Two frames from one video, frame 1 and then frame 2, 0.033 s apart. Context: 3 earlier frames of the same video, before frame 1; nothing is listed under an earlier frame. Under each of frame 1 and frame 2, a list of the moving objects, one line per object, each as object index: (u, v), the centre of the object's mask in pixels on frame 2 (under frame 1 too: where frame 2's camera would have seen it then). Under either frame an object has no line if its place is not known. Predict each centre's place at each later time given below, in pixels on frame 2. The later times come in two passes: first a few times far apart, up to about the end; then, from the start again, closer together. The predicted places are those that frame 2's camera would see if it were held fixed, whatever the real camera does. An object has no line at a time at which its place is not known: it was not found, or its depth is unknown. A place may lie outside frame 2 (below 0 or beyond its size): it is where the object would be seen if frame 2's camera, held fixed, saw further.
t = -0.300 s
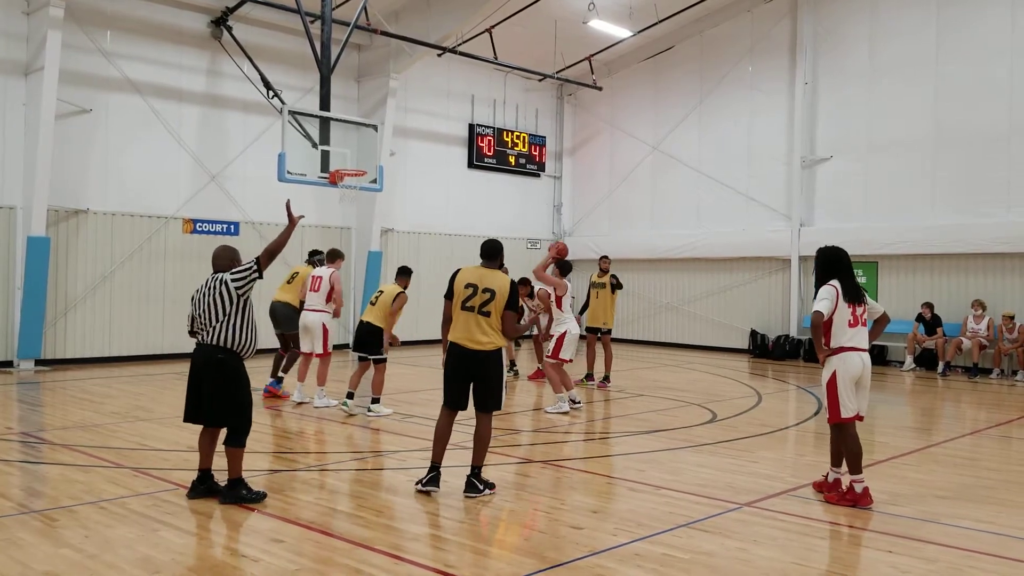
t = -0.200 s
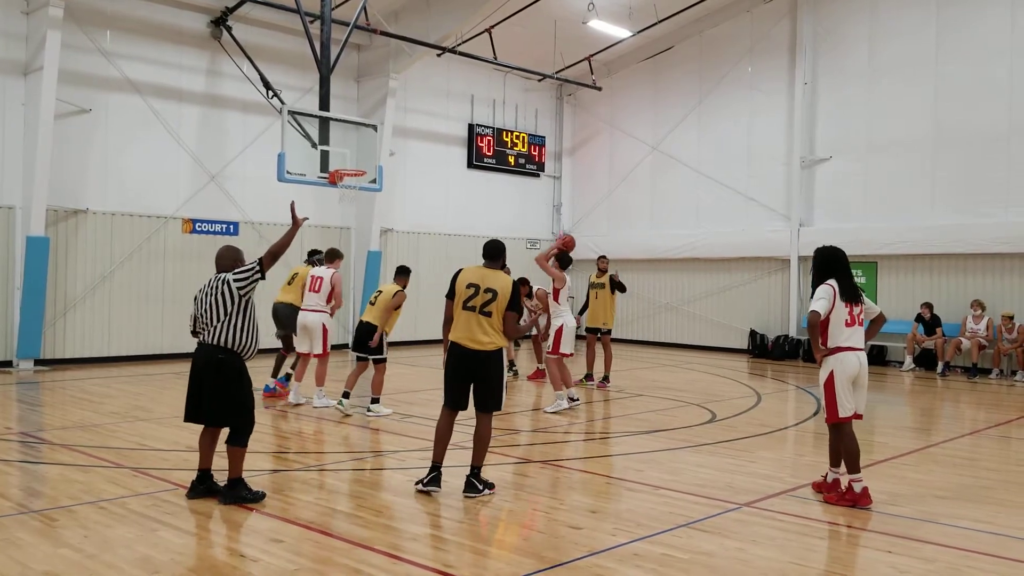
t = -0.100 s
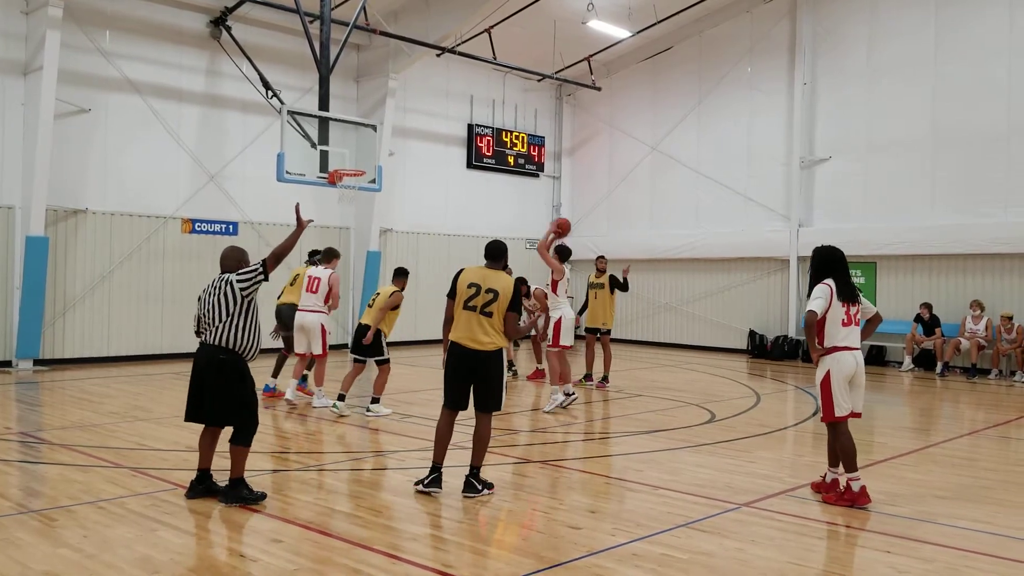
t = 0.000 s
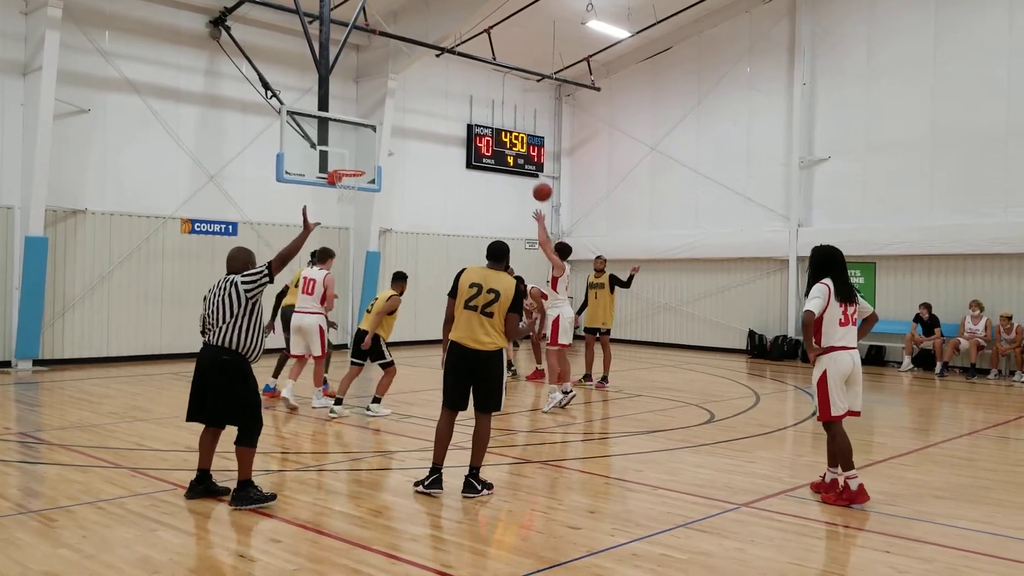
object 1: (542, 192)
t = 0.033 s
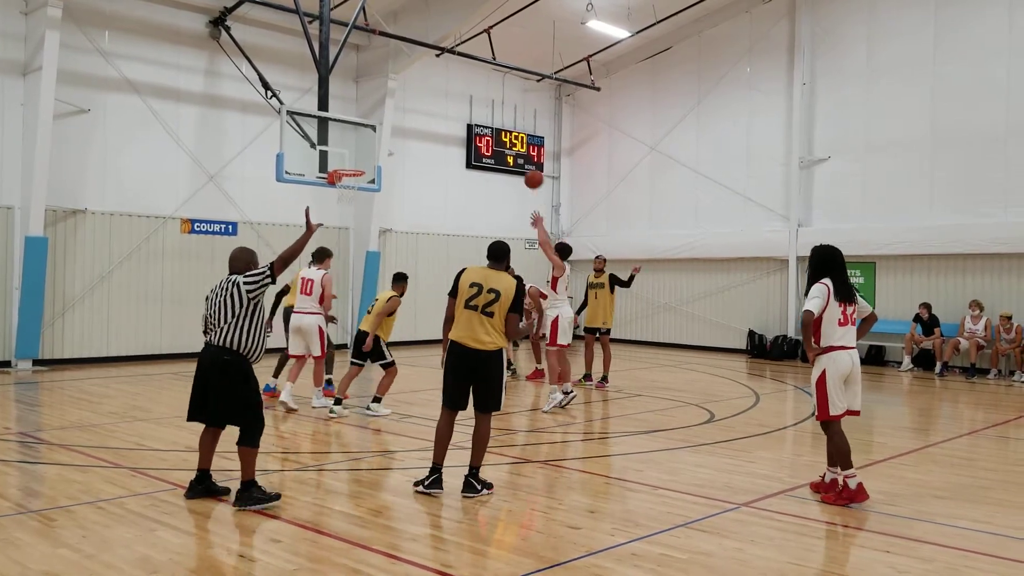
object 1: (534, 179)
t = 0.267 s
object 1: (478, 120)
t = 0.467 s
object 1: (435, 105)
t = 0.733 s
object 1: (383, 128)
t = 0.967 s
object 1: (349, 165)
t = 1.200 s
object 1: (352, 162)
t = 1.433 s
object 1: (353, 165)
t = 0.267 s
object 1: (478, 120)
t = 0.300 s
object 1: (471, 115)
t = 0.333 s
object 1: (463, 112)
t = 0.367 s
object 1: (456, 109)
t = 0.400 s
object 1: (449, 107)
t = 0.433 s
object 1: (442, 105)
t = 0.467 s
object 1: (435, 105)
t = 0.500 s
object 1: (428, 105)
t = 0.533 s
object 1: (421, 106)
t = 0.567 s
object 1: (415, 108)
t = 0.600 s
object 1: (408, 111)
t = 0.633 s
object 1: (402, 114)
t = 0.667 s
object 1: (396, 118)
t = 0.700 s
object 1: (389, 123)
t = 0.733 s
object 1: (383, 128)
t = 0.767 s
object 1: (377, 135)
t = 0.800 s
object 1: (371, 141)
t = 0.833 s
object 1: (365, 149)
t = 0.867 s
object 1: (359, 157)
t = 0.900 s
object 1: (354, 164)
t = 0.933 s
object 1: (352, 164)
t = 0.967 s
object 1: (349, 165)
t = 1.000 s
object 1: (347, 166)
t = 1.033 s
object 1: (345, 170)
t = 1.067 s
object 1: (347, 165)
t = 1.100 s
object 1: (349, 165)
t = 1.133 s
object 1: (351, 164)
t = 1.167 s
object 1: (352, 164)
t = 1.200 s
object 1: (352, 162)
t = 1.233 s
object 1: (352, 161)
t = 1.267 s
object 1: (353, 160)
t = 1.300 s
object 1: (353, 160)
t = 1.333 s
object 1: (353, 160)
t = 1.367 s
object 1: (352, 162)
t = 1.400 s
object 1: (353, 163)
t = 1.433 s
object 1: (353, 165)
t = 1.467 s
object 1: (353, 170)
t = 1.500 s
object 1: (353, 174)
